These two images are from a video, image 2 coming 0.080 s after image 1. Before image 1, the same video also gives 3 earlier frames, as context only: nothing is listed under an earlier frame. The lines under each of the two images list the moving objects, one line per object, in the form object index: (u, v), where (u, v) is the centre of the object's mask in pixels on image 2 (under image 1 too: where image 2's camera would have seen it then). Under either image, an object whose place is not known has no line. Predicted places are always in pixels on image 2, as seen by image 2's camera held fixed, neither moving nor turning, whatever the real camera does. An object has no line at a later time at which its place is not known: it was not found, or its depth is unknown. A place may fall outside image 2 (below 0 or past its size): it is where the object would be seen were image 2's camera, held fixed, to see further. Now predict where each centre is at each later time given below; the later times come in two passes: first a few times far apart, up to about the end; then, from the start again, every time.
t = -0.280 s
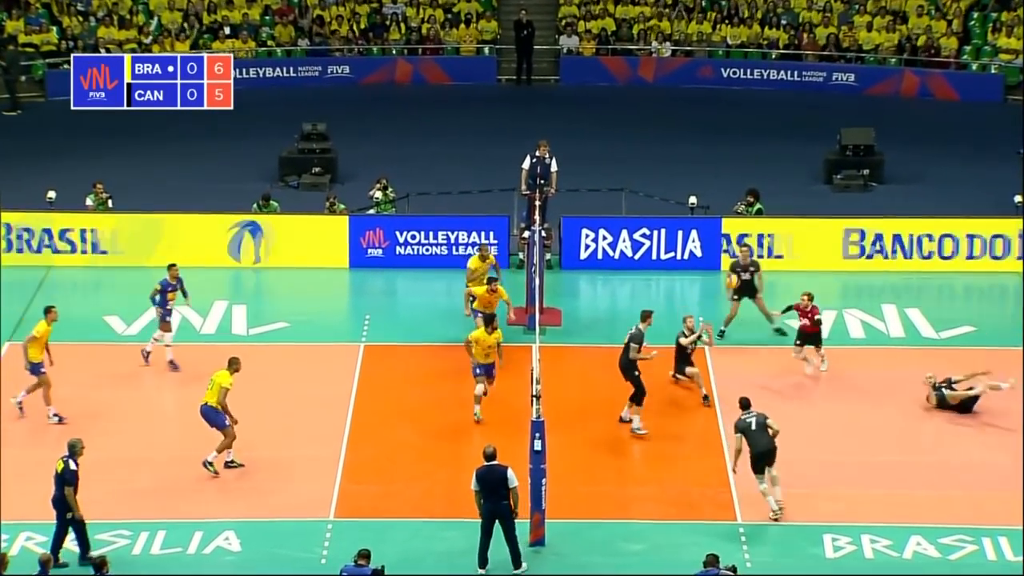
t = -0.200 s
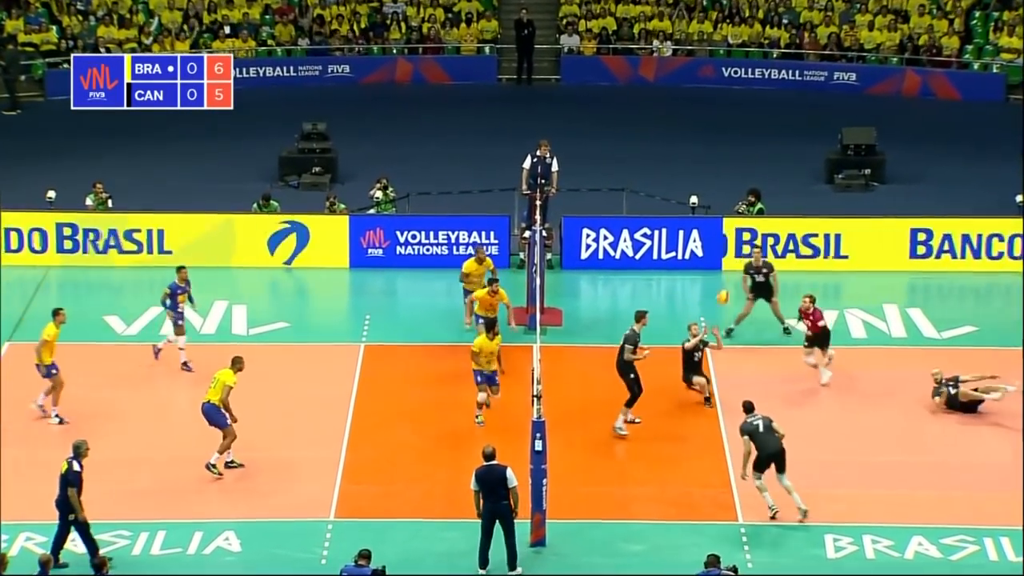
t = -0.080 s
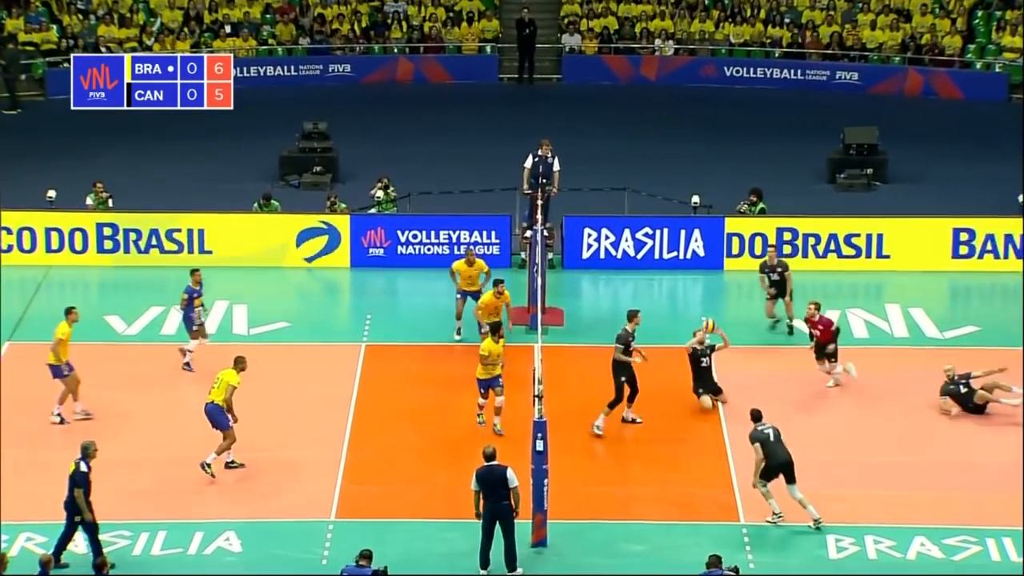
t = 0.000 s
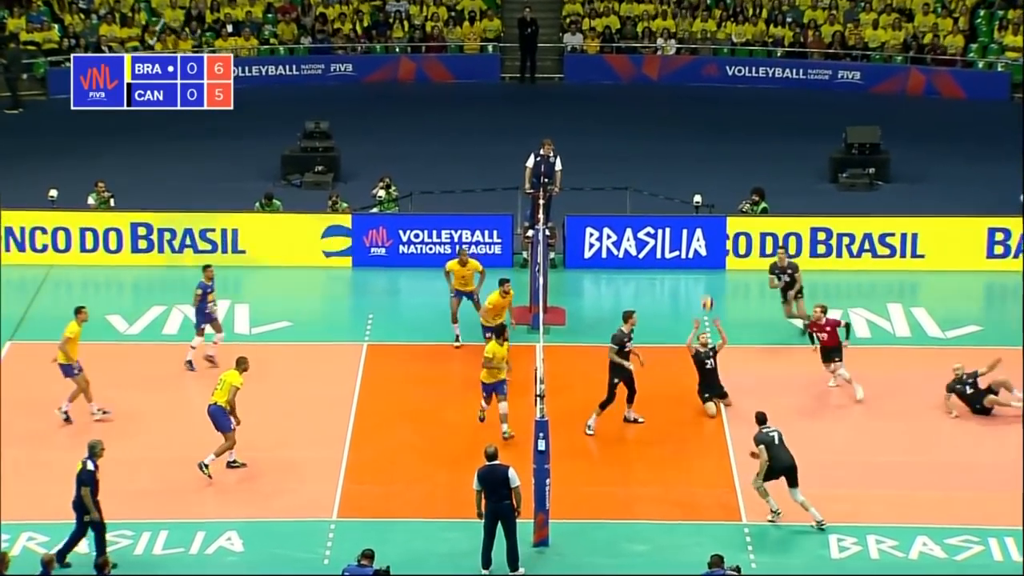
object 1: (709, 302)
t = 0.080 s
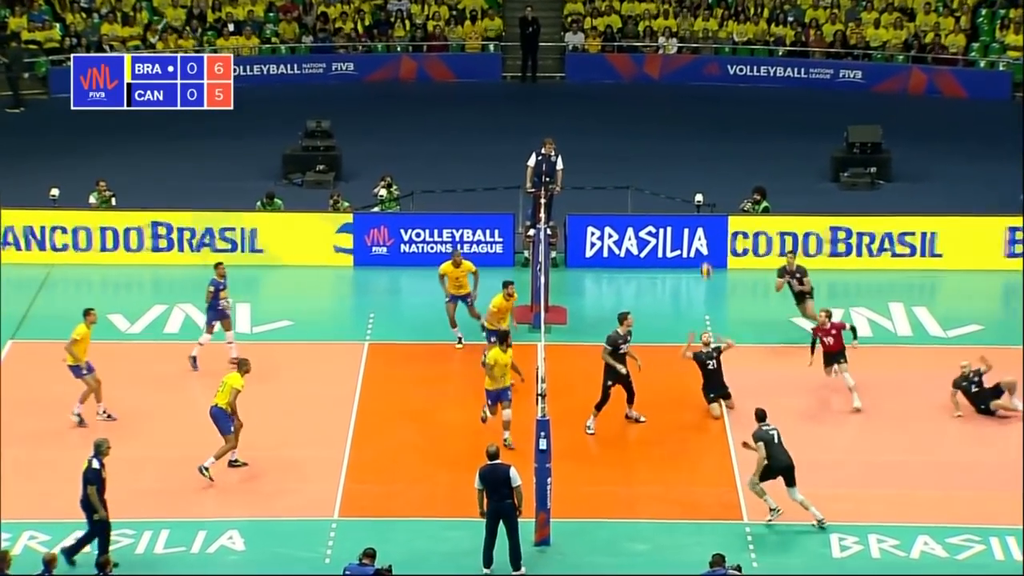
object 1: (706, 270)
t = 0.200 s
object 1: (701, 227)
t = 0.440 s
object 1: (693, 171)
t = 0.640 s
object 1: (685, 150)
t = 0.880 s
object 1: (676, 158)
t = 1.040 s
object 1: (669, 183)
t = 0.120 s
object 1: (705, 256)
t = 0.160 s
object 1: (703, 241)
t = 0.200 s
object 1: (701, 227)
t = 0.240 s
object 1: (700, 216)
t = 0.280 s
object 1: (698, 206)
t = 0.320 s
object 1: (697, 196)
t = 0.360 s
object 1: (695, 186)
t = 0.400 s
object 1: (694, 178)
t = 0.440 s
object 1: (693, 171)
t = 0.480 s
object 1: (691, 165)
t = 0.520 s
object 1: (690, 160)
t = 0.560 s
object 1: (689, 156)
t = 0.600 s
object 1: (687, 152)
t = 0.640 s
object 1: (685, 150)
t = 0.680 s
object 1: (684, 149)
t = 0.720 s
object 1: (683, 148)
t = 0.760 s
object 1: (681, 149)
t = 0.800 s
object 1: (679, 151)
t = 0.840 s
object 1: (678, 153)
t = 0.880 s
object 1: (676, 158)
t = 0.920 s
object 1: (675, 162)
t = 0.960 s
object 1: (673, 168)
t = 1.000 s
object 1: (671, 175)
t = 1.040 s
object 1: (669, 183)
